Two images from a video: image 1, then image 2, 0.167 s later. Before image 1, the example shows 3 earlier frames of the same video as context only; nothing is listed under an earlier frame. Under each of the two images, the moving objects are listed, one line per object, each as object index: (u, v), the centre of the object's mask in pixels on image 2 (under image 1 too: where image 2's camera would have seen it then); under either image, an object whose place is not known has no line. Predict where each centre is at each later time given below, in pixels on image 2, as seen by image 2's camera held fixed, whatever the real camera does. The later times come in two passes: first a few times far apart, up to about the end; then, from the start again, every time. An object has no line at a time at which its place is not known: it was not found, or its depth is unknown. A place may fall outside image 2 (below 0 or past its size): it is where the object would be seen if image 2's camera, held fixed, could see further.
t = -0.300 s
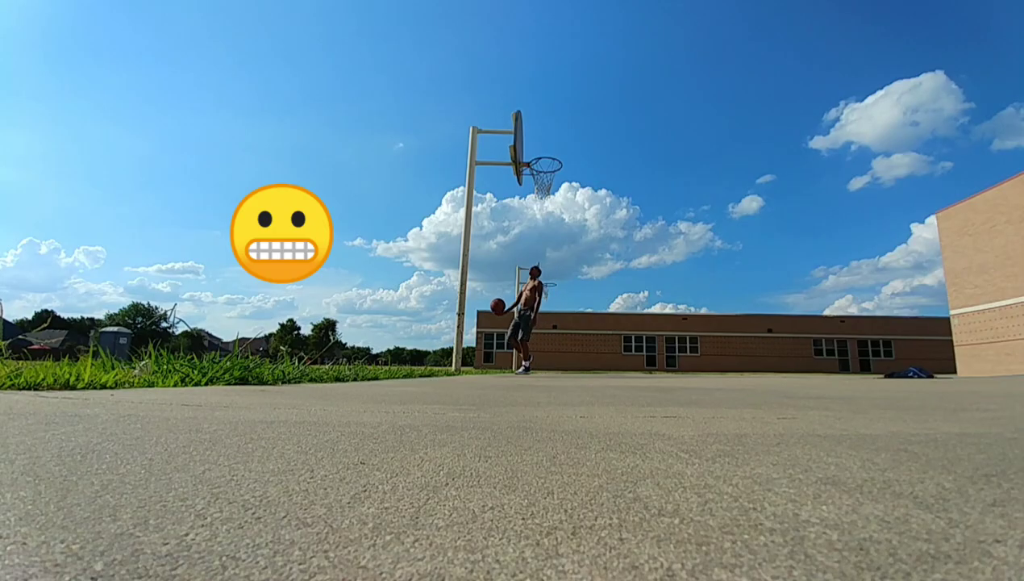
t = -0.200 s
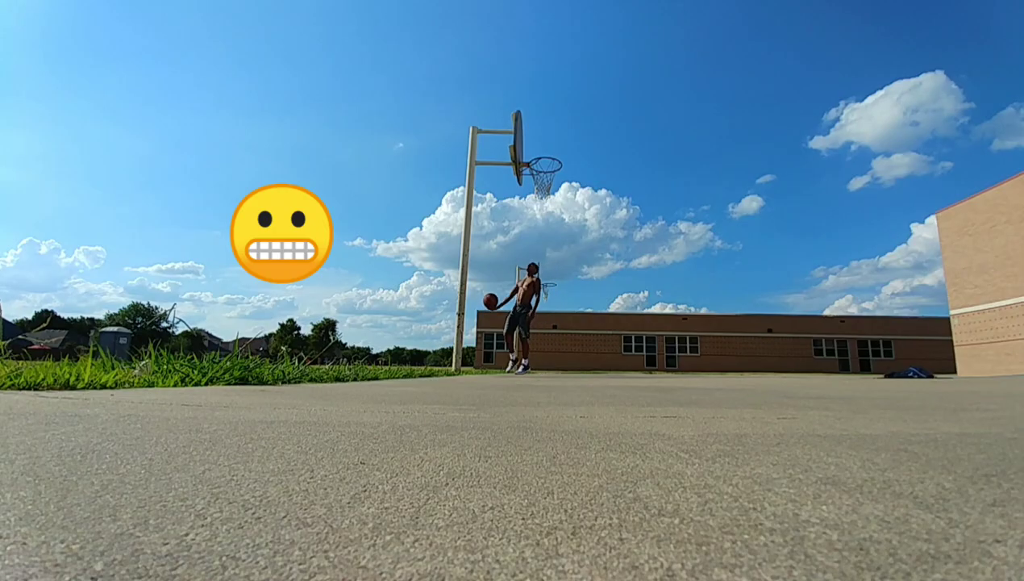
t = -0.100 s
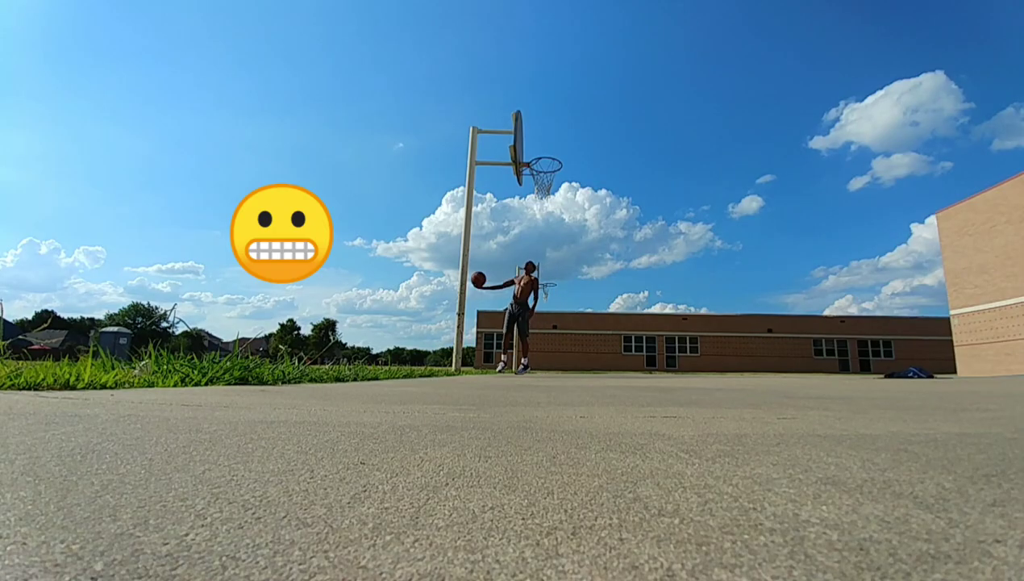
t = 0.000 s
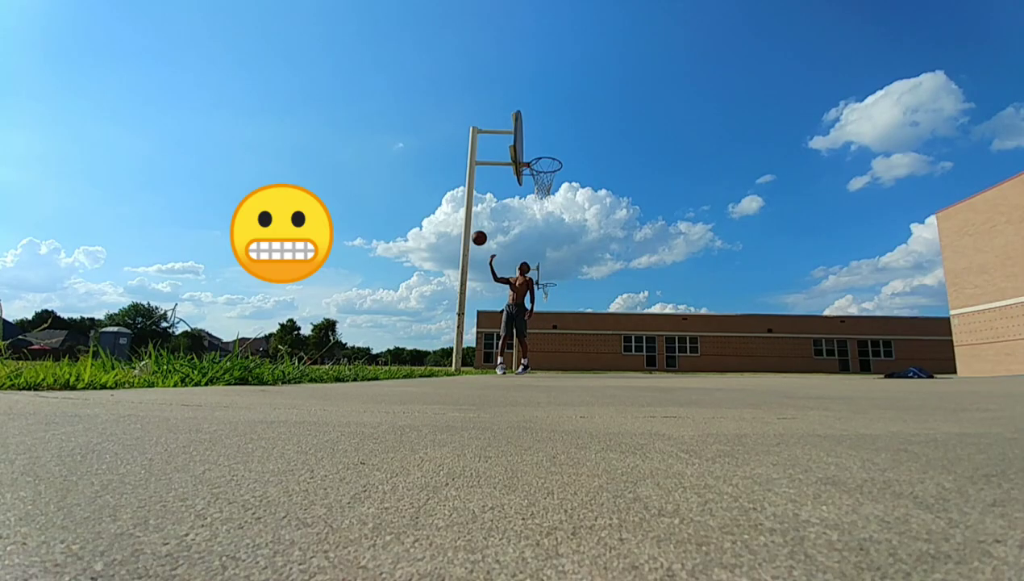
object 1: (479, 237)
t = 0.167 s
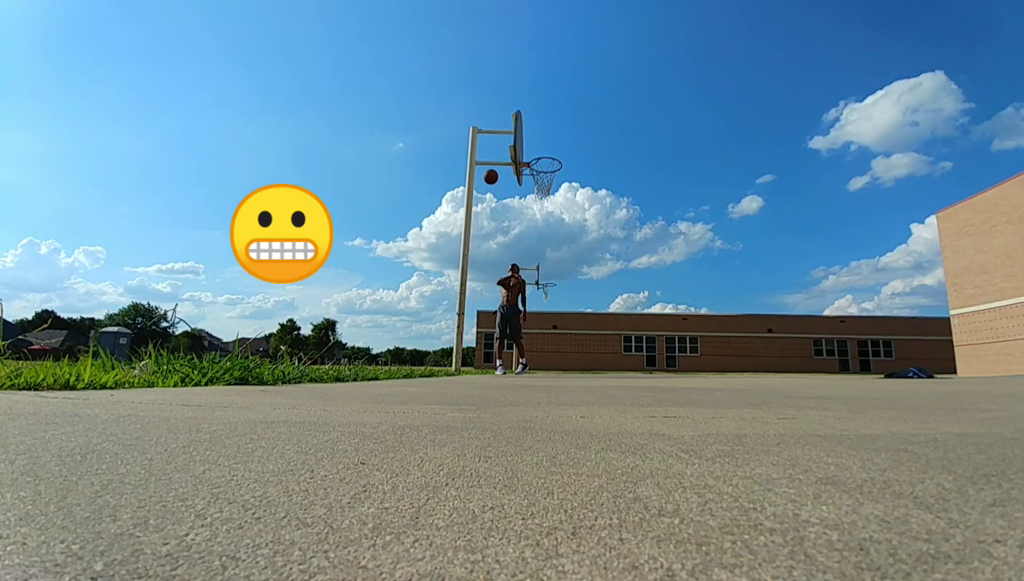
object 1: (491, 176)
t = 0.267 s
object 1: (497, 148)
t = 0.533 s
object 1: (512, 99)
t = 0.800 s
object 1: (524, 88)
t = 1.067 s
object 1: (536, 117)
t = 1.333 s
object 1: (548, 178)
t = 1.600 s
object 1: (546, 186)
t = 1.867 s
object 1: (540, 204)
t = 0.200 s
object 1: (493, 169)
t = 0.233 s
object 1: (495, 156)
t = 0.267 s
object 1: (497, 148)
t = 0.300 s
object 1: (499, 140)
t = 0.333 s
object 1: (501, 136)
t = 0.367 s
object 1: (502, 124)
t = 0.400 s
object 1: (505, 118)
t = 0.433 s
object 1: (506, 113)
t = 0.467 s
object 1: (508, 107)
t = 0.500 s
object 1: (510, 103)
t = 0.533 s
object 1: (512, 99)
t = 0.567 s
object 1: (513, 95)
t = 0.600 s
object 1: (515, 93)
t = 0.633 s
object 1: (516, 90)
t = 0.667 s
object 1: (518, 89)
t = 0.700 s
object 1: (520, 88)
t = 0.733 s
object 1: (521, 88)
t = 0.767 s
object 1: (523, 88)
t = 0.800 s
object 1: (524, 88)
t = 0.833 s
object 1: (526, 90)
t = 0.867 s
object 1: (527, 92)
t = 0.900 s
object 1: (528, 94)
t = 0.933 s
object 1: (530, 98)
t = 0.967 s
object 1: (532, 101)
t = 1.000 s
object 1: (533, 106)
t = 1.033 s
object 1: (535, 111)
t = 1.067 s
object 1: (536, 117)
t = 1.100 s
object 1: (538, 124)
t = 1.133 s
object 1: (539, 131)
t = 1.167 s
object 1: (541, 140)
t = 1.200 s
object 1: (542, 149)
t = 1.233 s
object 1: (544, 158)
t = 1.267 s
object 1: (545, 164)
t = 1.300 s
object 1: (547, 171)
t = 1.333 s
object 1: (548, 178)
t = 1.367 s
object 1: (548, 181)
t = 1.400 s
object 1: (548, 181)
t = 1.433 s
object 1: (548, 181)
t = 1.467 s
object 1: (547, 183)
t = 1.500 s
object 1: (547, 183)
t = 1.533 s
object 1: (547, 183)
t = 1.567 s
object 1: (546, 184)
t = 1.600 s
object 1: (546, 186)
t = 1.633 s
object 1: (546, 187)
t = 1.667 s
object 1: (545, 188)
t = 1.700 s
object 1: (544, 190)
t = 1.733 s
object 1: (544, 191)
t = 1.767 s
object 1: (543, 193)
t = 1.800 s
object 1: (542, 196)
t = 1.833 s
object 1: (541, 200)
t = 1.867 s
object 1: (540, 204)
